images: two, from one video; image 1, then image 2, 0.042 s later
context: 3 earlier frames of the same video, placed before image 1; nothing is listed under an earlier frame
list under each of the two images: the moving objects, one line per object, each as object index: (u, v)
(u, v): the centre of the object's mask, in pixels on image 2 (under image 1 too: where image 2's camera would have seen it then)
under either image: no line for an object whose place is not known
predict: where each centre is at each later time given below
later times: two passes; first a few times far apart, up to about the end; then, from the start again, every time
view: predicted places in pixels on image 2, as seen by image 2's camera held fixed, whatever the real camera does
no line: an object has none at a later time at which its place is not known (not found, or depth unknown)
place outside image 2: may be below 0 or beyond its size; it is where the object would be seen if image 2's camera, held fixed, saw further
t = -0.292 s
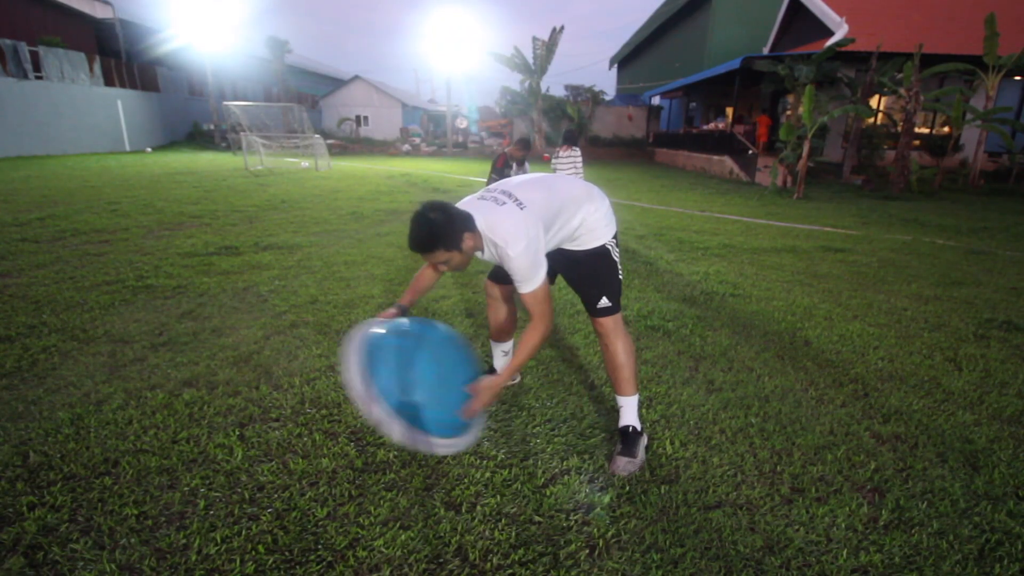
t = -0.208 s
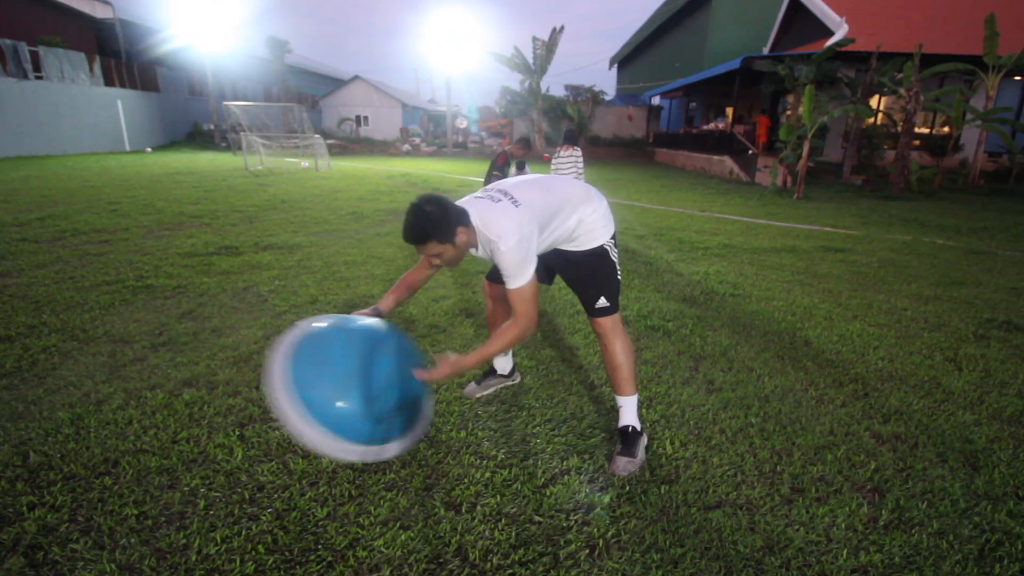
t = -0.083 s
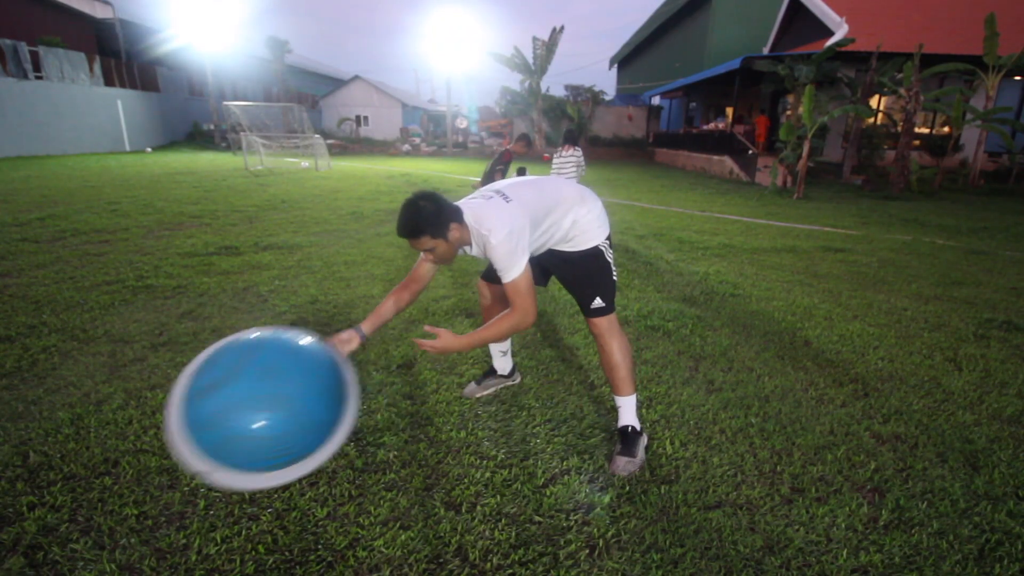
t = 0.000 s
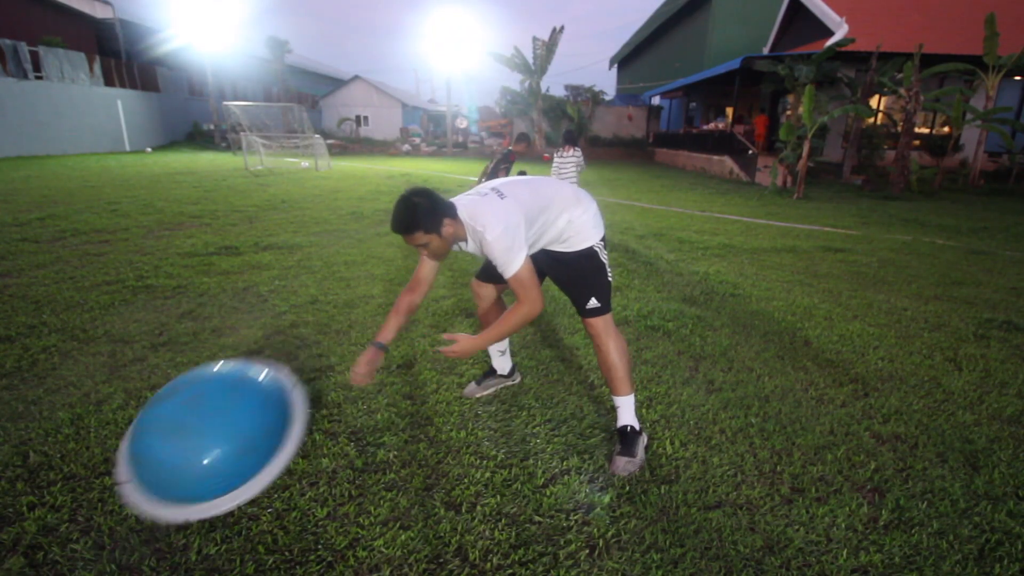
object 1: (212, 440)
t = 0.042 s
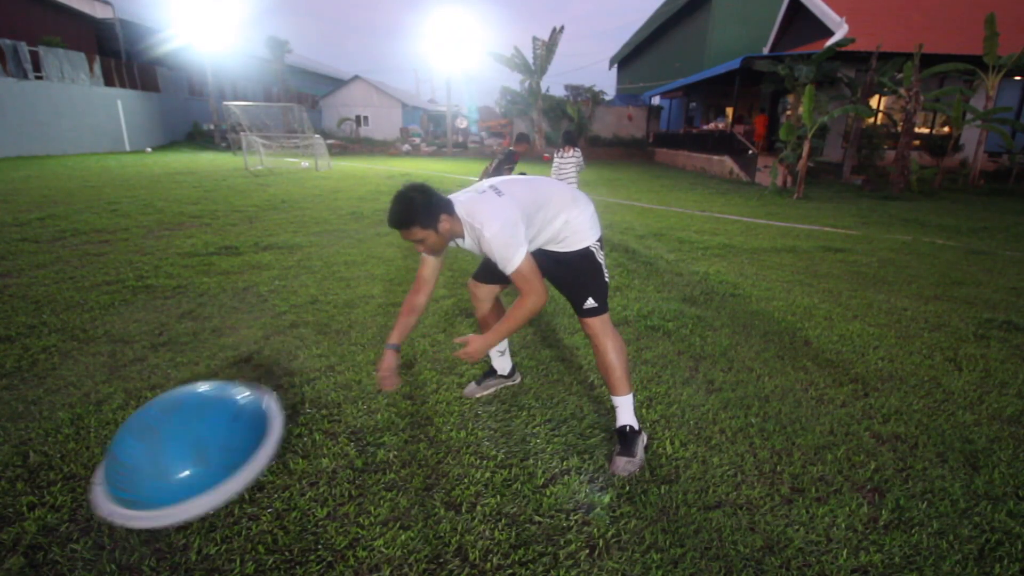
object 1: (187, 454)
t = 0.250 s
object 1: (126, 455)
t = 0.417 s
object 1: (118, 475)
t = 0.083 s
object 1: (166, 458)
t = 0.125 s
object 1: (149, 466)
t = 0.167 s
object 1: (143, 462)
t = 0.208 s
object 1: (134, 458)
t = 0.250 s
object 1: (126, 455)
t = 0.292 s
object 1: (122, 455)
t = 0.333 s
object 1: (120, 460)
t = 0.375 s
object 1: (118, 469)
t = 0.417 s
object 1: (118, 475)
